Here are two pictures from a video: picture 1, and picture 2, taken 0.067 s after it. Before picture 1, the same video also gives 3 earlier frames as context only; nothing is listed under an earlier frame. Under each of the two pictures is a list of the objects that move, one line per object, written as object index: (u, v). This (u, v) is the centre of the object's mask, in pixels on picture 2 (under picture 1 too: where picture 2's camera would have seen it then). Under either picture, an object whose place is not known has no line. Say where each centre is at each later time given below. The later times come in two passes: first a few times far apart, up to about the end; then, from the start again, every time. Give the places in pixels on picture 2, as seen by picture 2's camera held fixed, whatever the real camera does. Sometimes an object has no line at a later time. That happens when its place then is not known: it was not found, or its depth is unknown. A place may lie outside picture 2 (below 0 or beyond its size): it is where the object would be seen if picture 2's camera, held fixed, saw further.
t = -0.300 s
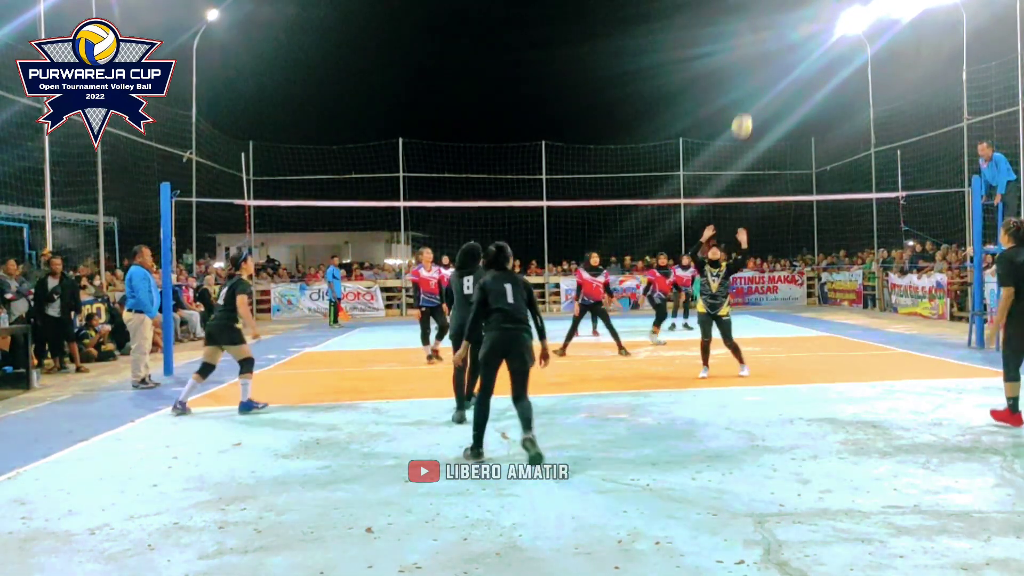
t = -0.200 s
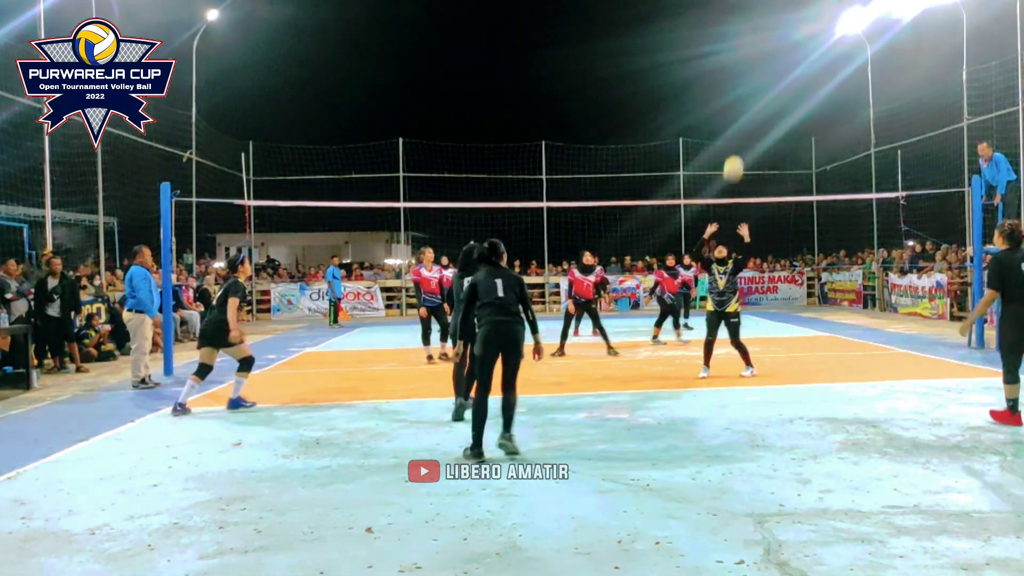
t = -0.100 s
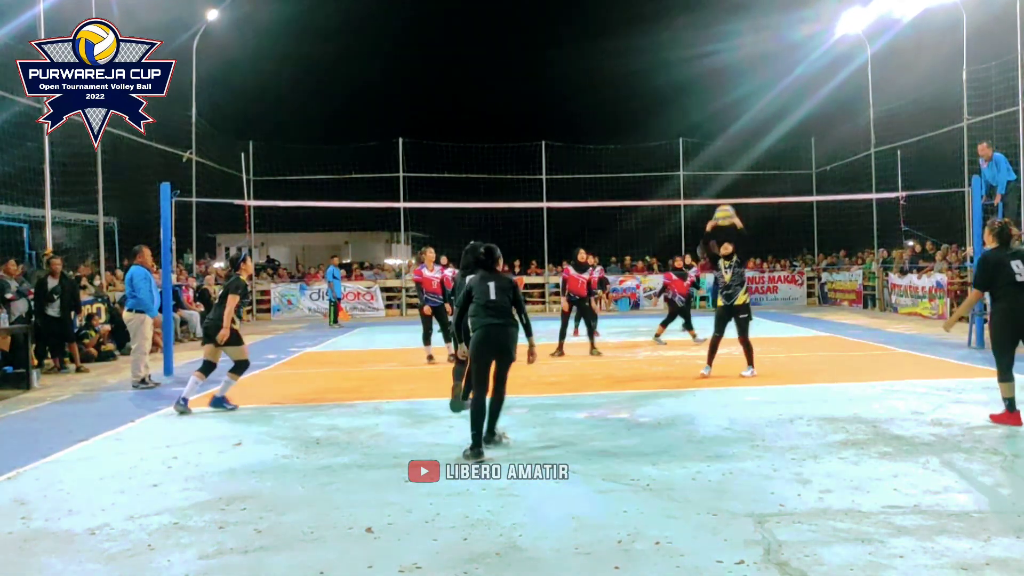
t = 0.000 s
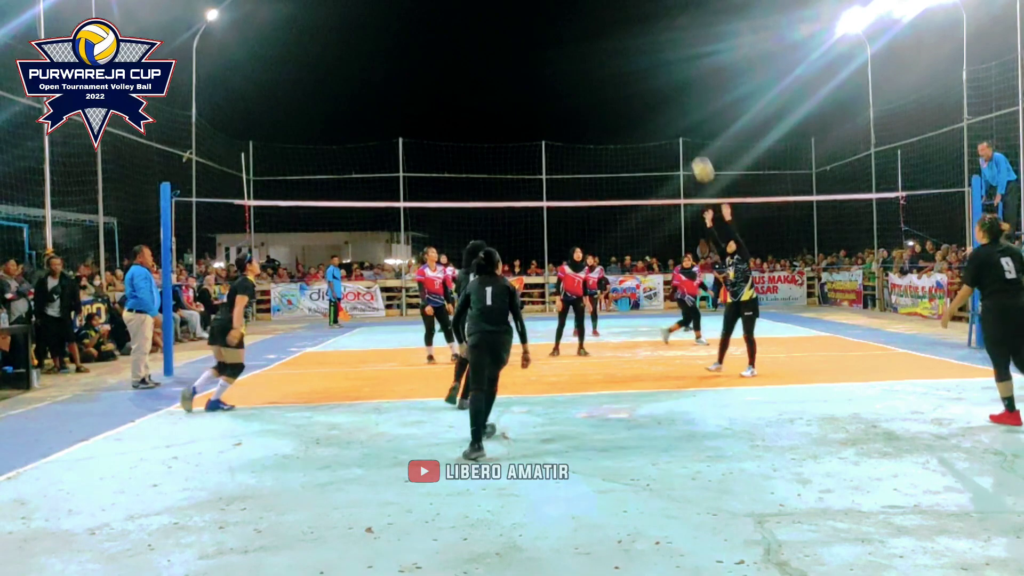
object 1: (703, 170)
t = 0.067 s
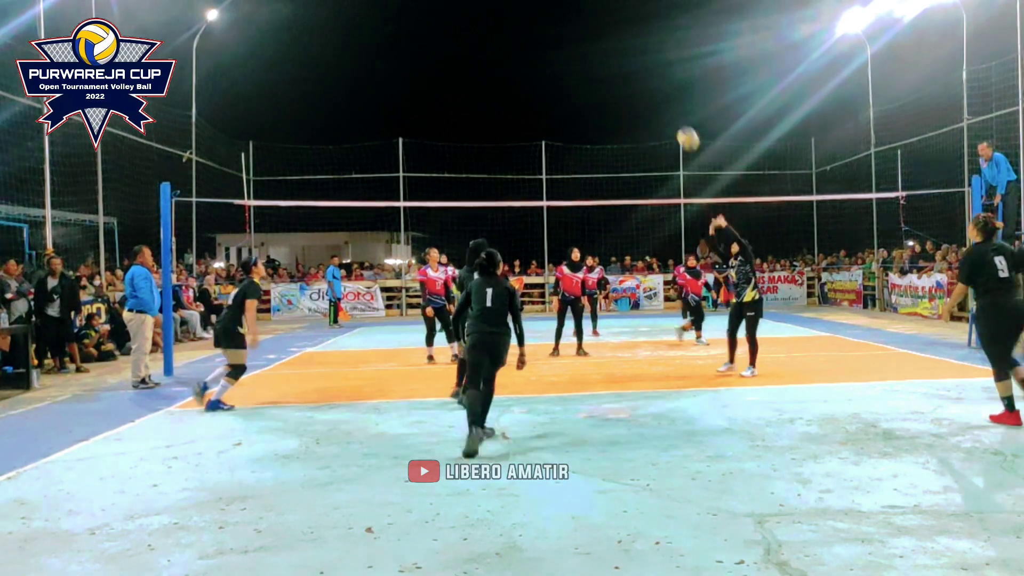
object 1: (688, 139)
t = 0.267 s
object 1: (645, 71)
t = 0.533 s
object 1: (590, 34)
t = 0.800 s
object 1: (539, 55)
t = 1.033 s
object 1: (497, 120)
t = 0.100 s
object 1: (681, 125)
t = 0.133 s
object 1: (674, 113)
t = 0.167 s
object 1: (666, 101)
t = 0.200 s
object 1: (659, 90)
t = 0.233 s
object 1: (652, 80)
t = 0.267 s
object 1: (645, 71)
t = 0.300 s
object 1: (638, 63)
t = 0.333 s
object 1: (631, 56)
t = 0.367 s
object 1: (624, 50)
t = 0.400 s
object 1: (617, 45)
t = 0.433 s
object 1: (610, 41)
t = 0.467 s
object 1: (604, 38)
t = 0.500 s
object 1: (597, 36)
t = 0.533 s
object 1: (590, 34)
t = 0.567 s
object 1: (584, 34)
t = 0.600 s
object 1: (577, 34)
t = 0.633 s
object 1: (571, 35)
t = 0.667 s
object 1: (564, 37)
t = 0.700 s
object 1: (558, 40)
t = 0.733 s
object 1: (552, 44)
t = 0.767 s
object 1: (546, 49)
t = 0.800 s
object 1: (539, 55)
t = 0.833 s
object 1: (533, 61)
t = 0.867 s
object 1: (527, 68)
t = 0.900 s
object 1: (520, 78)
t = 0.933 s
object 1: (514, 87)
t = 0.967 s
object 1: (509, 97)
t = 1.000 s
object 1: (503, 108)
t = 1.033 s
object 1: (497, 120)
